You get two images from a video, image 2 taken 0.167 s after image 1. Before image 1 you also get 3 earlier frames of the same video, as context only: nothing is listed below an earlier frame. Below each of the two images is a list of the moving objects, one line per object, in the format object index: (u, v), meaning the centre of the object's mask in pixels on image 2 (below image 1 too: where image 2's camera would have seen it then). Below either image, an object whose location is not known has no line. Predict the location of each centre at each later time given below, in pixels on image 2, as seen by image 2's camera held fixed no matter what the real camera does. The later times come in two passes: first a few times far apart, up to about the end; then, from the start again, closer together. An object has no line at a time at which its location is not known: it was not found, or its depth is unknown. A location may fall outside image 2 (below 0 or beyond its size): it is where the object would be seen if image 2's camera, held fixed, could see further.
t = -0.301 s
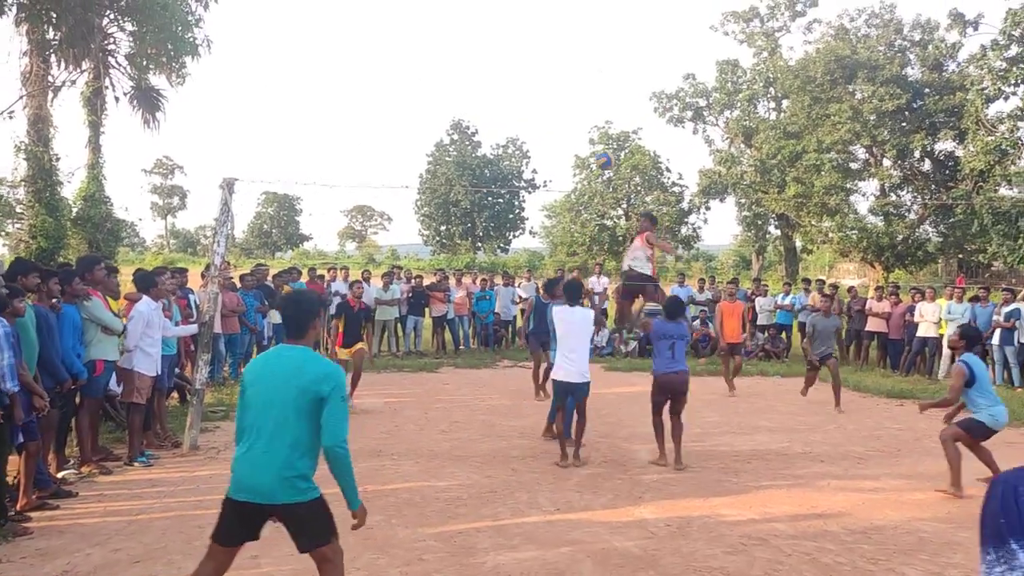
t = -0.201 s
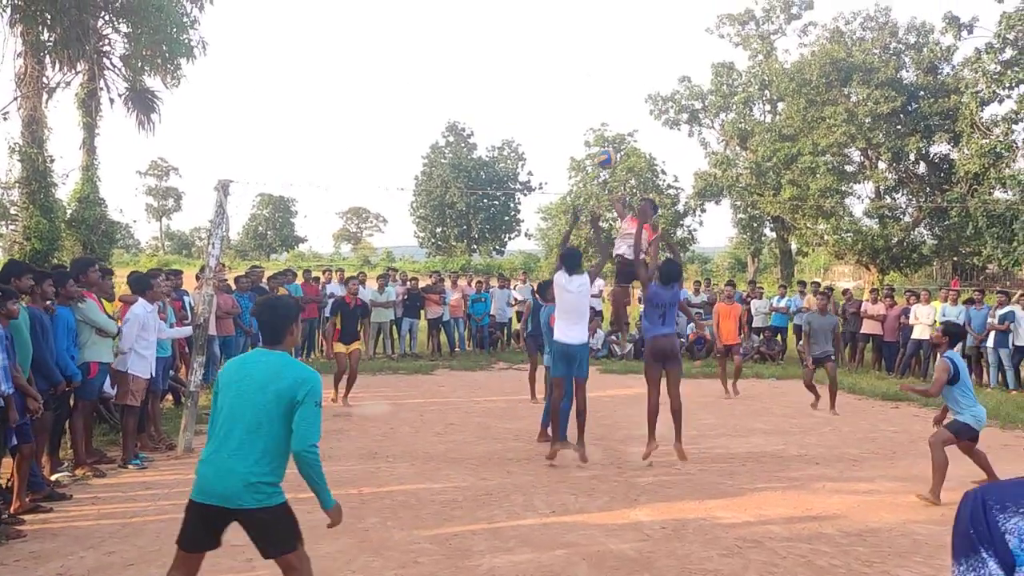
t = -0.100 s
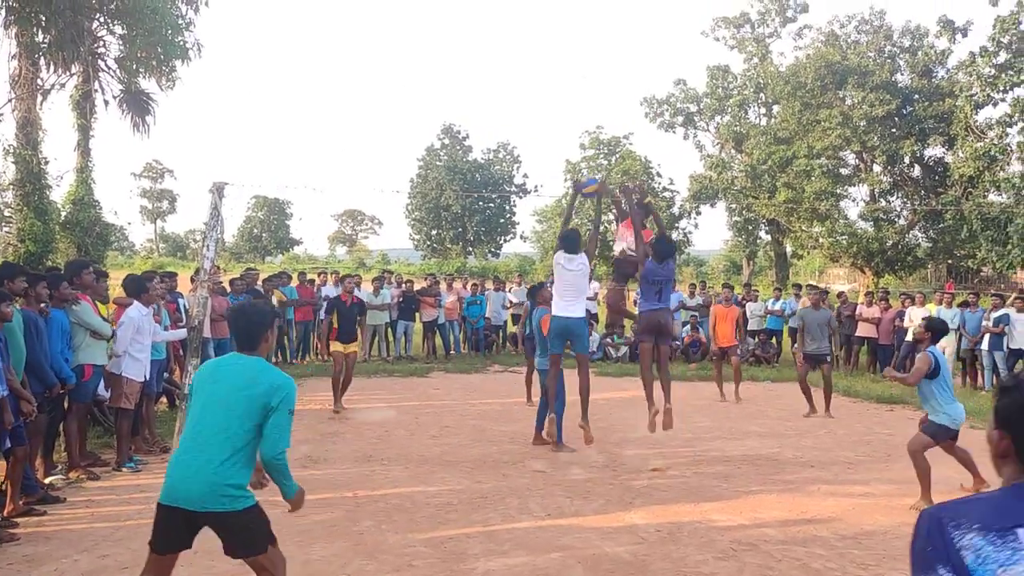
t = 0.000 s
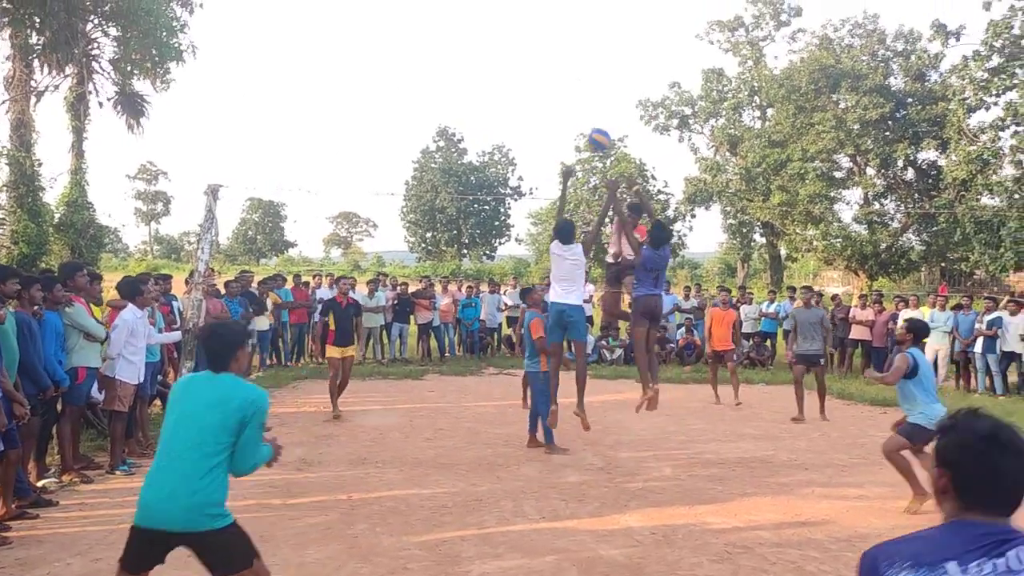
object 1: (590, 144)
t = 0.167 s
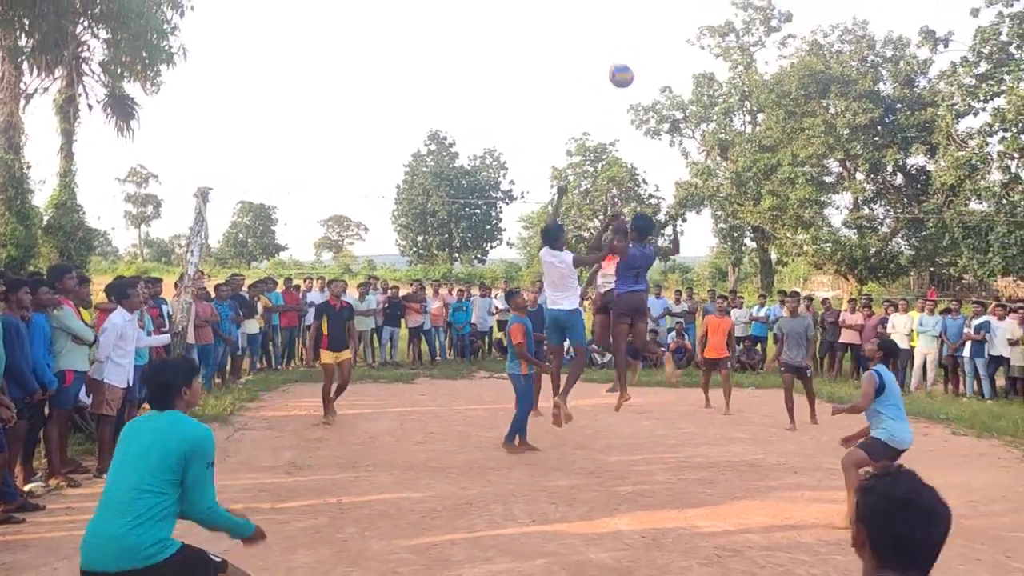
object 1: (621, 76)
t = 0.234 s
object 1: (634, 56)
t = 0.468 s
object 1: (687, 24)
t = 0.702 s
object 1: (751, 69)
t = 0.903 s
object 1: (812, 196)
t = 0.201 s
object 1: (627, 65)
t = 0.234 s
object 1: (634, 56)
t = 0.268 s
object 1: (641, 47)
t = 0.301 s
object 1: (648, 40)
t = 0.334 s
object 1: (655, 34)
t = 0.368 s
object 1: (662, 29)
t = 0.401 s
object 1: (670, 26)
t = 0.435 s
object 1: (678, 24)
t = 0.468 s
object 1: (687, 24)
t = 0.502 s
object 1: (695, 25)
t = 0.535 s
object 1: (703, 28)
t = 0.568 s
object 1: (712, 33)
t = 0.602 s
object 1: (722, 38)
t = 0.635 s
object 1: (731, 46)
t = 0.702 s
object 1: (751, 69)
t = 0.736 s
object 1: (761, 84)
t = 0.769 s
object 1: (769, 101)
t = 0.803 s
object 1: (781, 120)
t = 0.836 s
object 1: (791, 143)
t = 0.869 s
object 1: (802, 169)
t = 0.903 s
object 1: (812, 196)
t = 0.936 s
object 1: (823, 226)
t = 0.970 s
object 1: (837, 260)
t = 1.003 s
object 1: (850, 297)
